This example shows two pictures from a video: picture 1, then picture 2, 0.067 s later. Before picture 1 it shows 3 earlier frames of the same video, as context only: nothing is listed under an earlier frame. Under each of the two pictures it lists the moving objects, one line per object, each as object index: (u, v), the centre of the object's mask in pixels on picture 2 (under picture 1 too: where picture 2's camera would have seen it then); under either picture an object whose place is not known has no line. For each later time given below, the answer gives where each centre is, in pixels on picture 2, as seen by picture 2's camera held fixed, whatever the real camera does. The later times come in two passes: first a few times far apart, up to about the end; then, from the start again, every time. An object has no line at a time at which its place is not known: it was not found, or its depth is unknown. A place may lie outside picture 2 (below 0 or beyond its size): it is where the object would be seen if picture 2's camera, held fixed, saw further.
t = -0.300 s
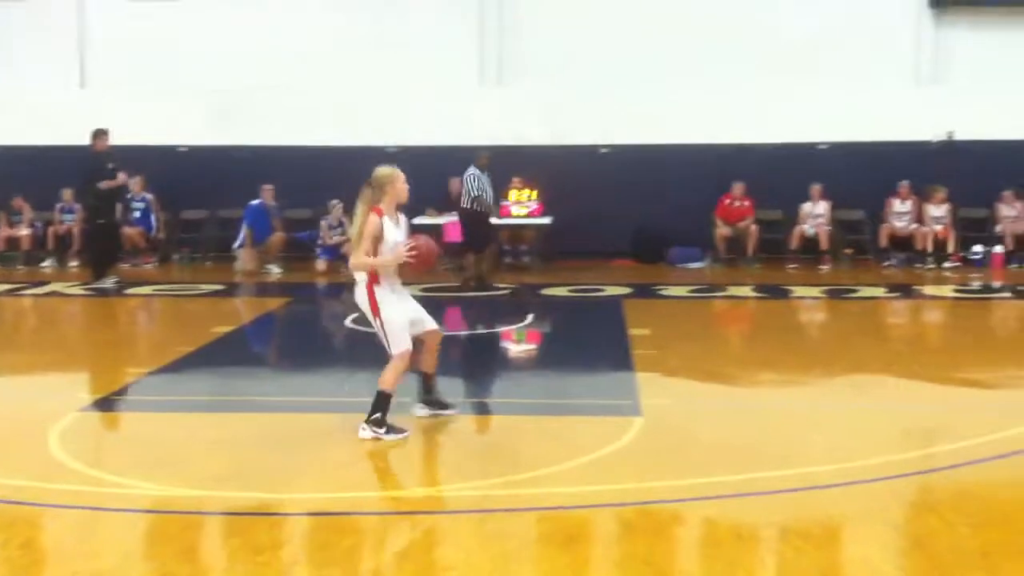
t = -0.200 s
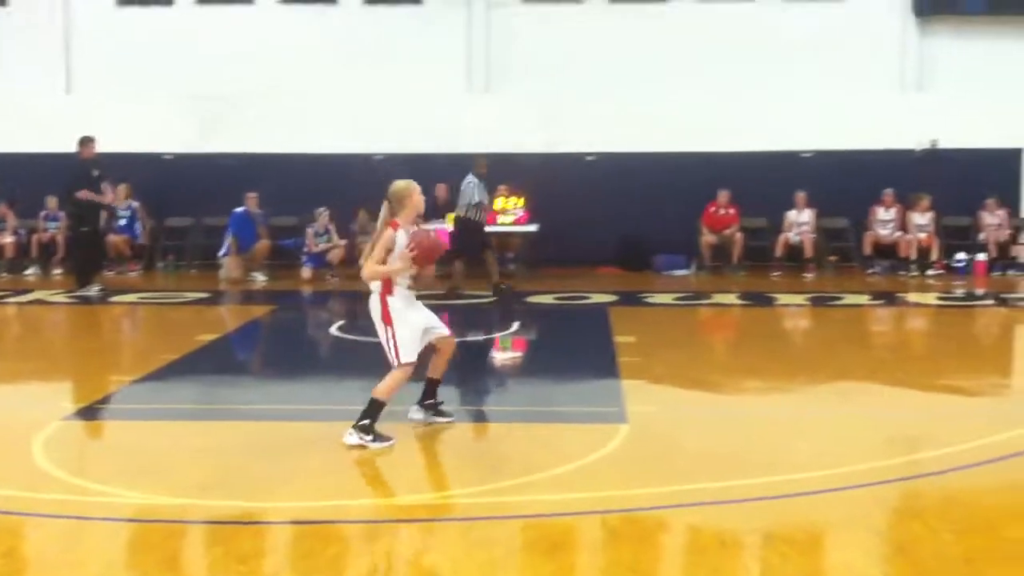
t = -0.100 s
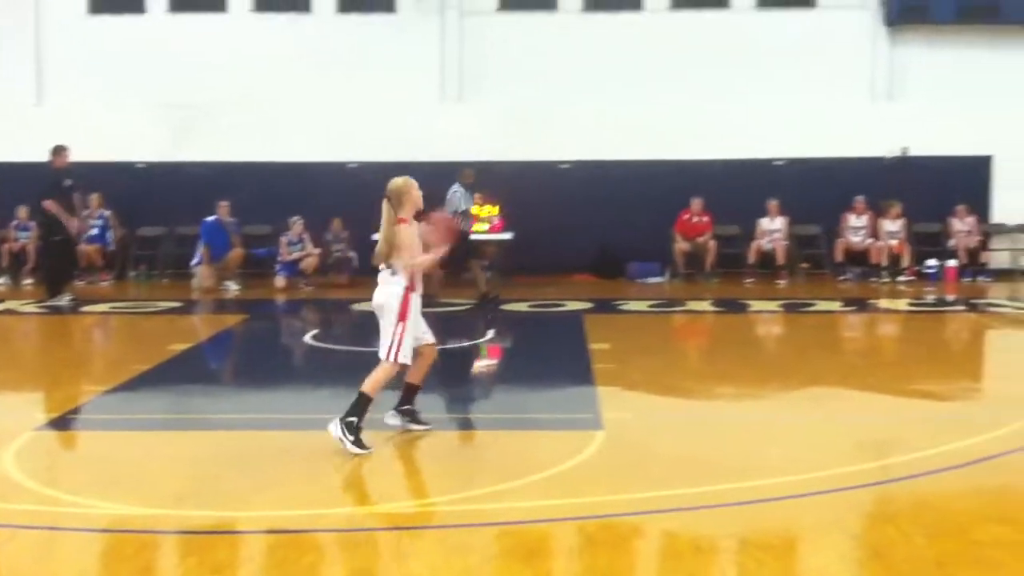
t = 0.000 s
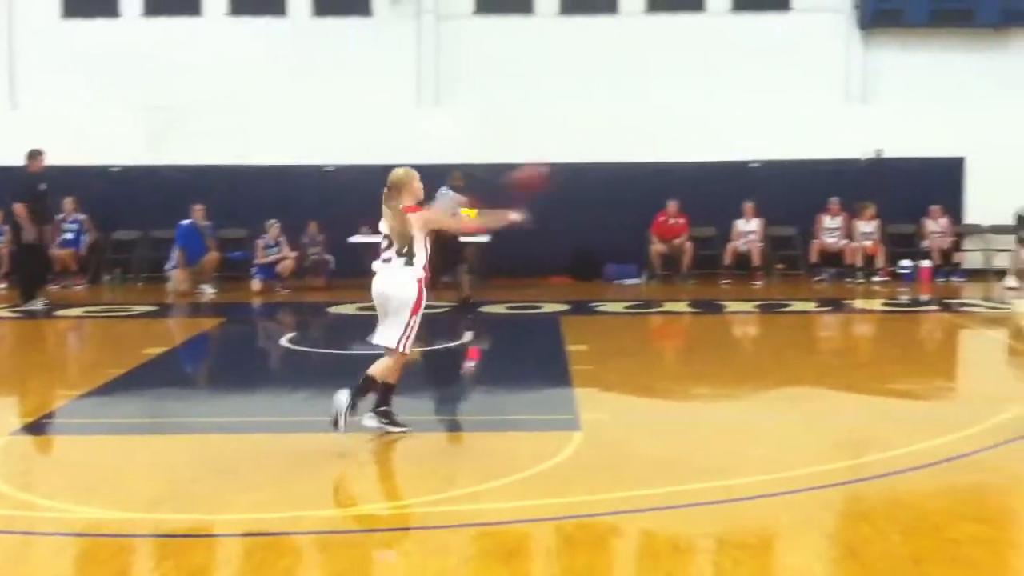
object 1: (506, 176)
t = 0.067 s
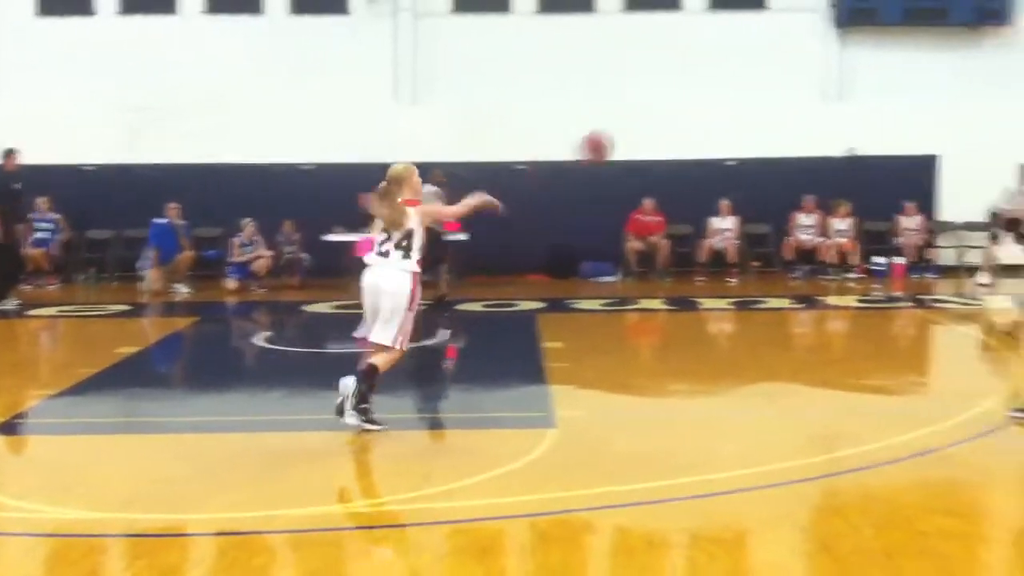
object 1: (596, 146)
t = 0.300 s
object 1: (843, 99)
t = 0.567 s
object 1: (1050, 129)
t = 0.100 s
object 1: (637, 133)
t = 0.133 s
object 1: (675, 123)
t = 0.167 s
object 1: (712, 115)
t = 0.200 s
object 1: (747, 109)
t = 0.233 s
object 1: (781, 104)
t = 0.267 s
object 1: (812, 101)
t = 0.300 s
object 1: (843, 99)
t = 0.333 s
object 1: (873, 99)
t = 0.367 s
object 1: (901, 100)
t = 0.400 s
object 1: (929, 102)
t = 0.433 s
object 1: (956, 105)
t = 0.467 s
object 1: (981, 110)
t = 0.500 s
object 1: (1005, 115)
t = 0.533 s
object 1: (1027, 121)
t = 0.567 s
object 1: (1050, 129)
